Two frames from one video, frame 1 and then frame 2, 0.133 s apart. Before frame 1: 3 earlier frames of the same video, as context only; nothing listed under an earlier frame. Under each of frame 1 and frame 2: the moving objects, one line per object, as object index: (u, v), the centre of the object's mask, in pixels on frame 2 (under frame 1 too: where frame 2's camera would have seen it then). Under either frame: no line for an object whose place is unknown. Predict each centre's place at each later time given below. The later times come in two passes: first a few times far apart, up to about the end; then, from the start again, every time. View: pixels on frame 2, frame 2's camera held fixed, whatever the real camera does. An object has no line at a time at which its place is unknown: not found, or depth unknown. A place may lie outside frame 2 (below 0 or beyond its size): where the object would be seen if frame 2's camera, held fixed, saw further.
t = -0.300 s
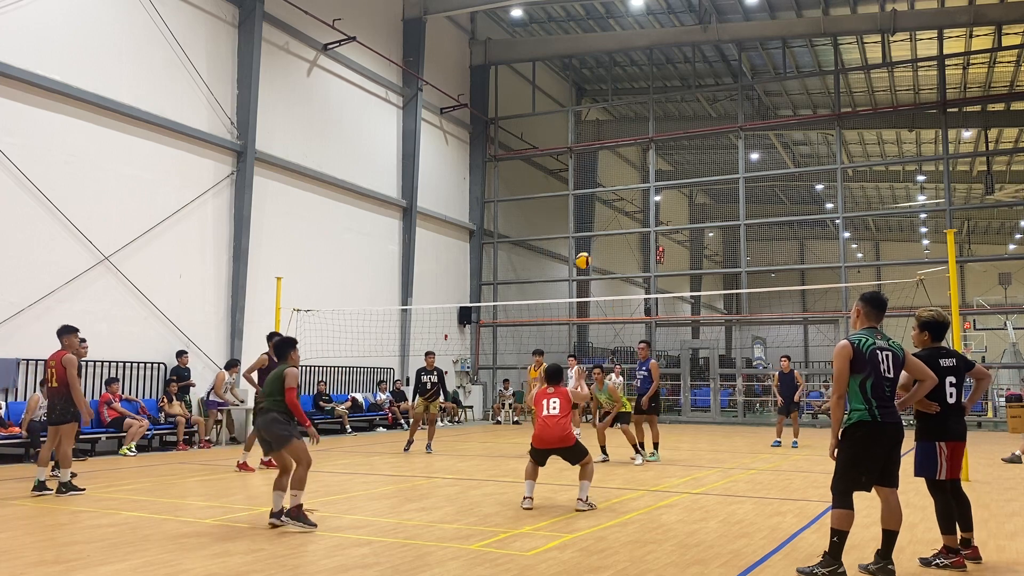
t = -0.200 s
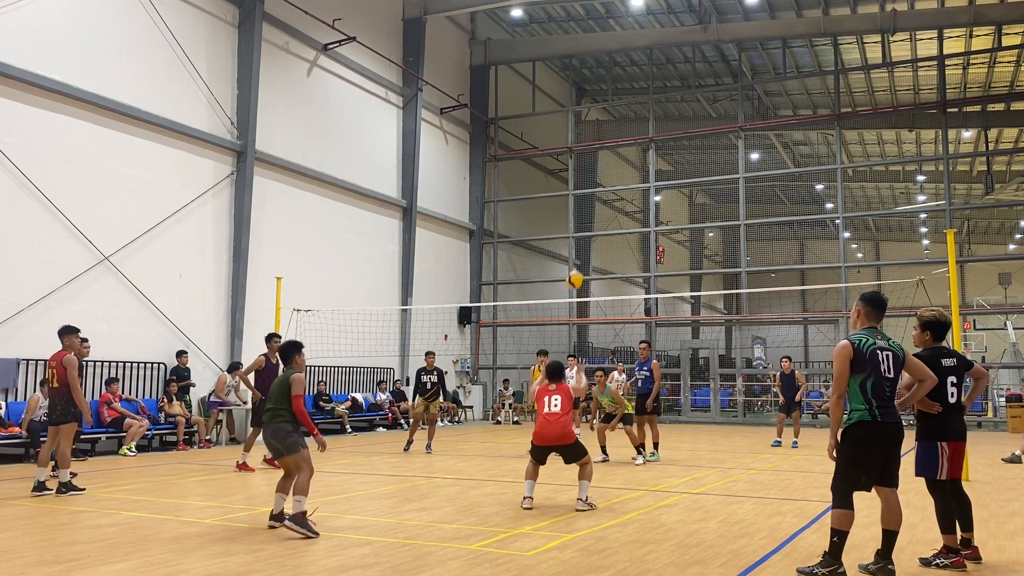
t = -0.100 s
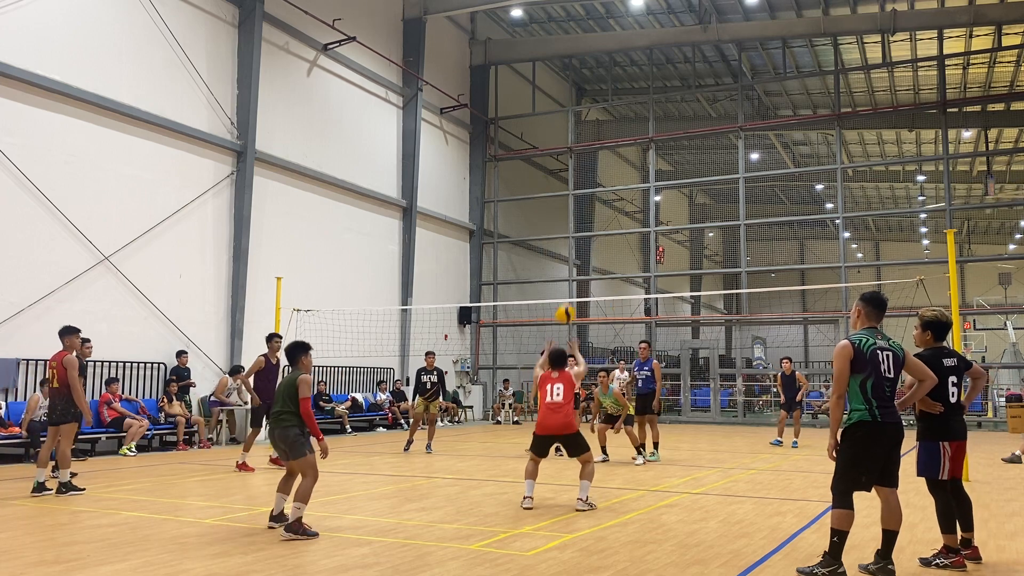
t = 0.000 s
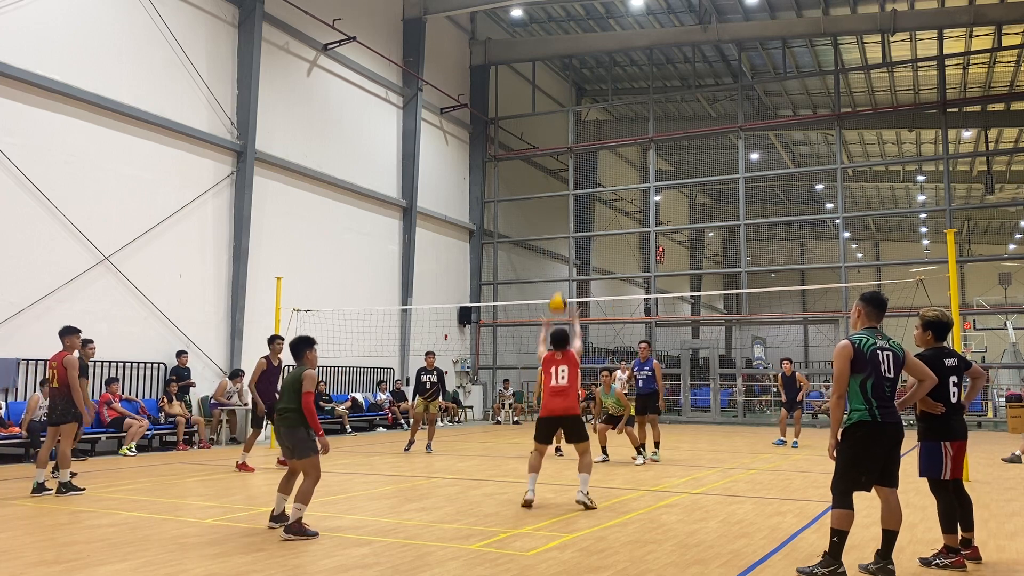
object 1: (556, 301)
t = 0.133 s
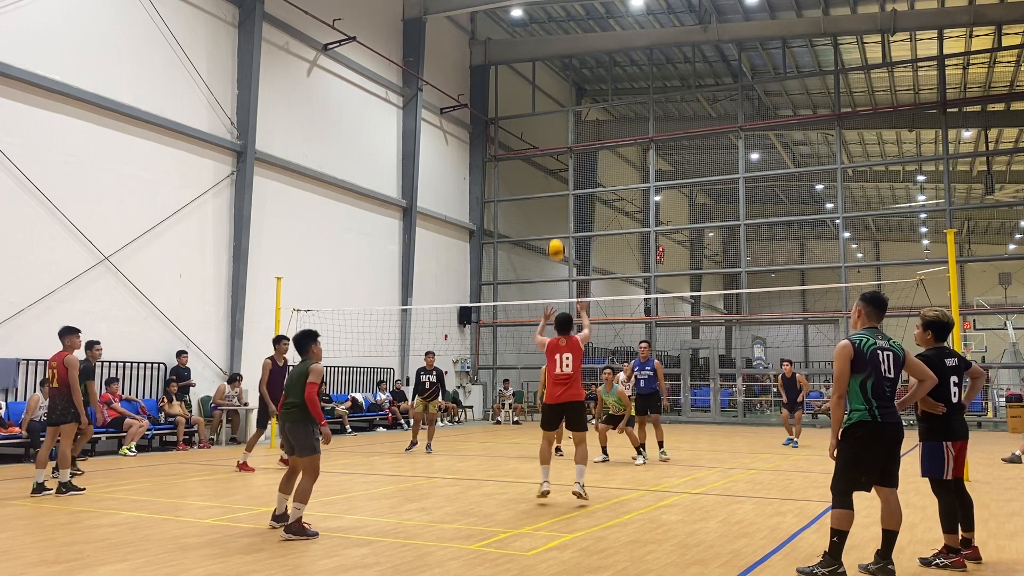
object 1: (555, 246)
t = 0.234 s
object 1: (553, 220)
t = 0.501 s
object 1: (548, 195)
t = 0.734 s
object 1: (548, 220)
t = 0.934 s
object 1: (548, 269)
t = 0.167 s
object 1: (554, 236)
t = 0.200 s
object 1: (554, 227)
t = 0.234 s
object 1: (553, 220)
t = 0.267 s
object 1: (553, 212)
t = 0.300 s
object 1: (552, 207)
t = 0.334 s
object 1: (552, 202)
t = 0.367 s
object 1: (551, 199)
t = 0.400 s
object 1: (550, 196)
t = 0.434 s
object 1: (550, 195)
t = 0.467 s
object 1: (549, 194)
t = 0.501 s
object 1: (548, 195)
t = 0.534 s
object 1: (548, 196)
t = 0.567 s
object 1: (547, 198)
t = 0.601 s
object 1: (546, 201)
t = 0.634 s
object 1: (546, 204)
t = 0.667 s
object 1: (545, 209)
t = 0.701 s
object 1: (545, 214)
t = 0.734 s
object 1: (548, 220)
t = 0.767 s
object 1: (547, 226)
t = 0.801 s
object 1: (549, 236)
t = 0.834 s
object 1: (549, 244)
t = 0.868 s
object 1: (548, 252)
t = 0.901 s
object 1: (548, 261)
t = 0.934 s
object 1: (548, 269)
